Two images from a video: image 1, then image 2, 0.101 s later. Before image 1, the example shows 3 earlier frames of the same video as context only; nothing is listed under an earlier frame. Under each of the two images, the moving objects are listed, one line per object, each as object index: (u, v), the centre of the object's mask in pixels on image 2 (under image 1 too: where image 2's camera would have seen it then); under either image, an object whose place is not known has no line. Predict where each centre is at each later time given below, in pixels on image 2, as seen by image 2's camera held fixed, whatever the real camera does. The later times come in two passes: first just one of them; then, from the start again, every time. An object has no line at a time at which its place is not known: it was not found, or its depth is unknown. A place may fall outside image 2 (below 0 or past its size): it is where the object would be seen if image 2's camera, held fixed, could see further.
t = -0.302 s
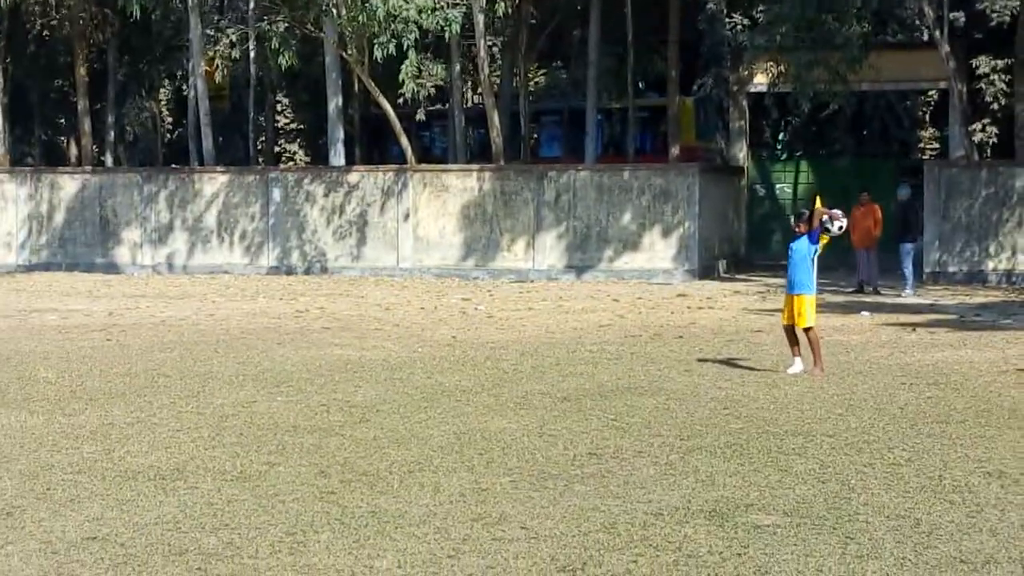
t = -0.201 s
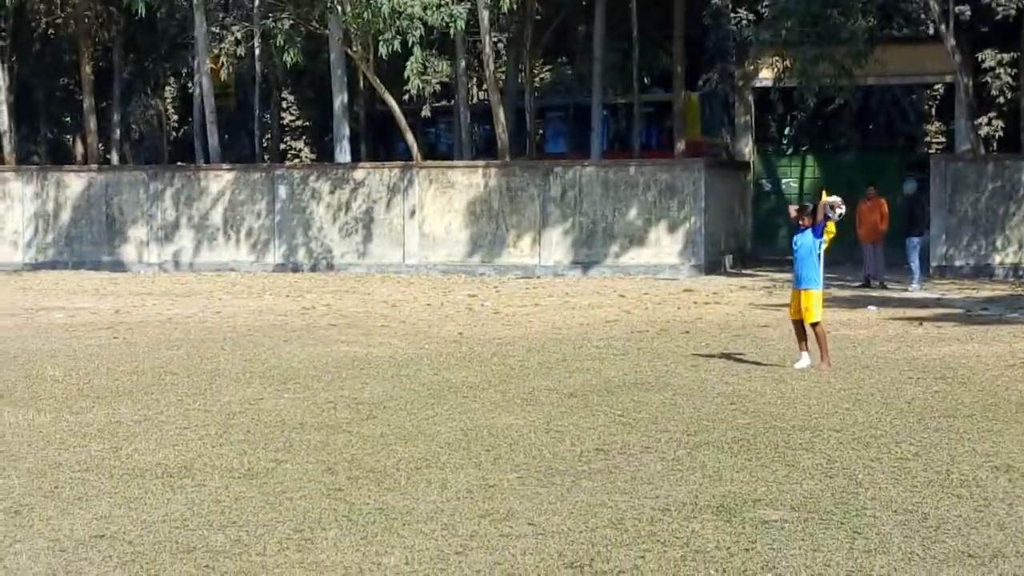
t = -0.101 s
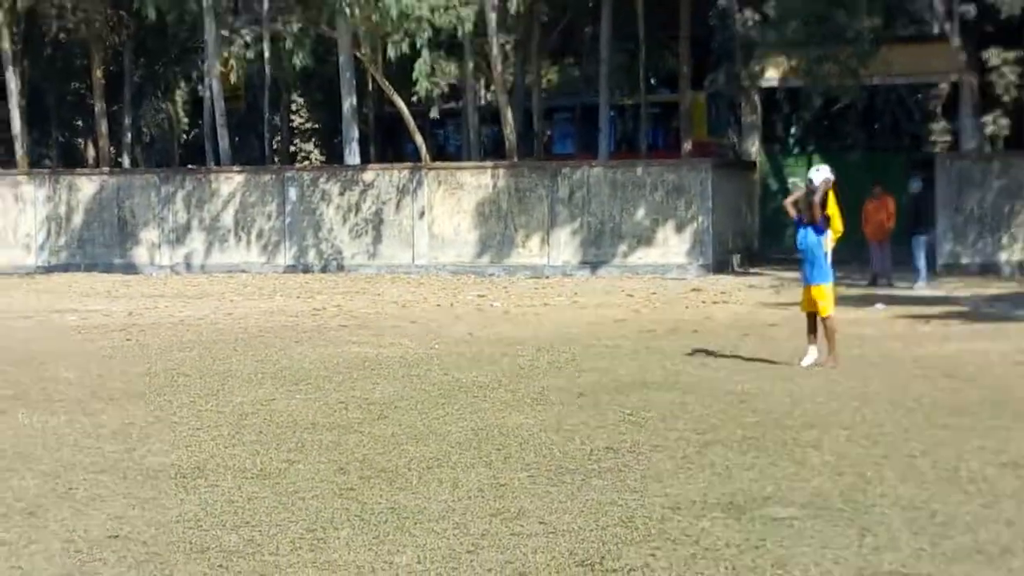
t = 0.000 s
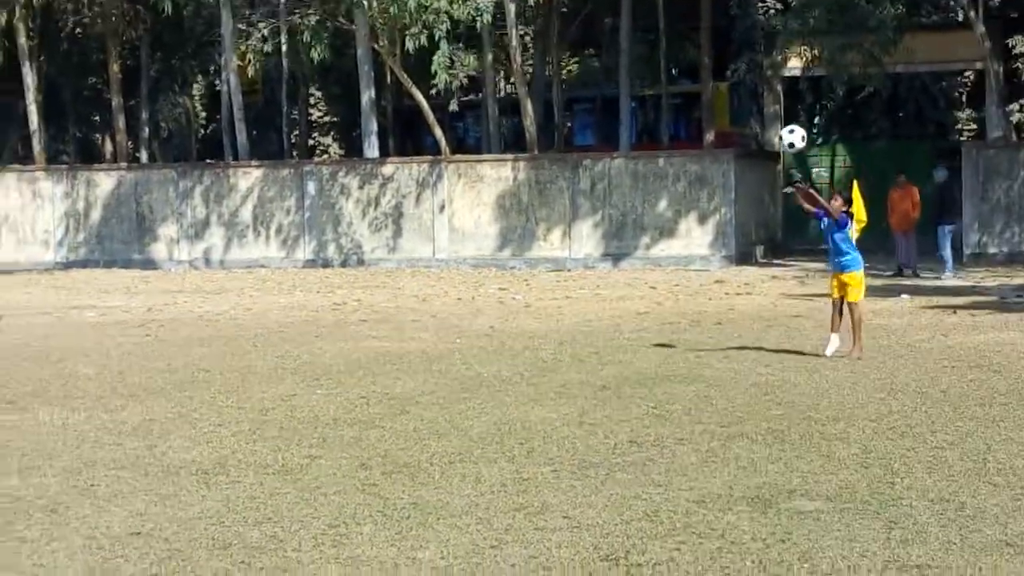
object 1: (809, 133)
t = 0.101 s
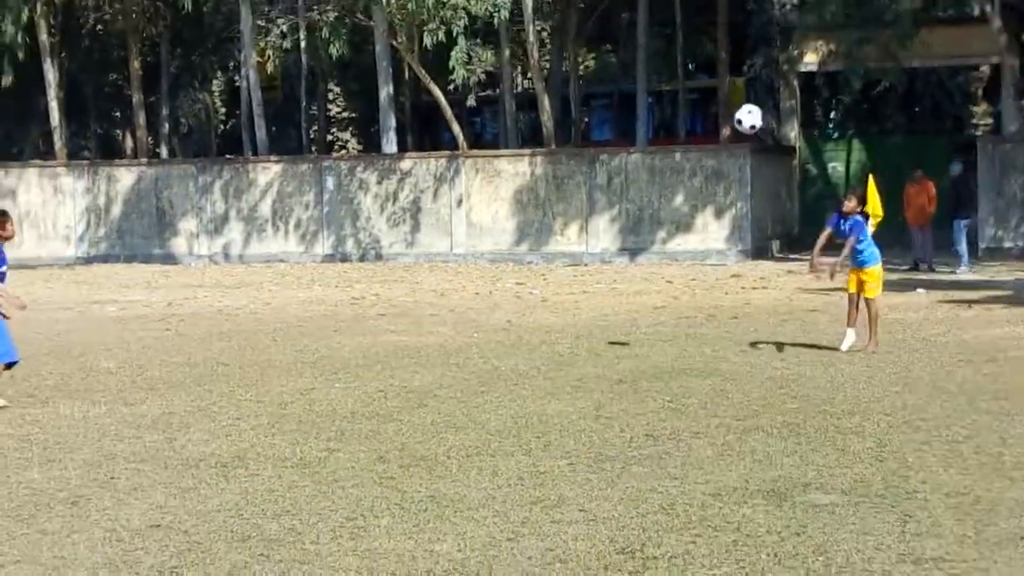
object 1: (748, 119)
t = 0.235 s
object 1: (668, 118)
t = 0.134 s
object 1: (728, 116)
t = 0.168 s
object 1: (707, 115)
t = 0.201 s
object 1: (687, 116)
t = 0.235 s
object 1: (668, 118)
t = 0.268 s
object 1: (648, 121)
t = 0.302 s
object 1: (629, 124)
